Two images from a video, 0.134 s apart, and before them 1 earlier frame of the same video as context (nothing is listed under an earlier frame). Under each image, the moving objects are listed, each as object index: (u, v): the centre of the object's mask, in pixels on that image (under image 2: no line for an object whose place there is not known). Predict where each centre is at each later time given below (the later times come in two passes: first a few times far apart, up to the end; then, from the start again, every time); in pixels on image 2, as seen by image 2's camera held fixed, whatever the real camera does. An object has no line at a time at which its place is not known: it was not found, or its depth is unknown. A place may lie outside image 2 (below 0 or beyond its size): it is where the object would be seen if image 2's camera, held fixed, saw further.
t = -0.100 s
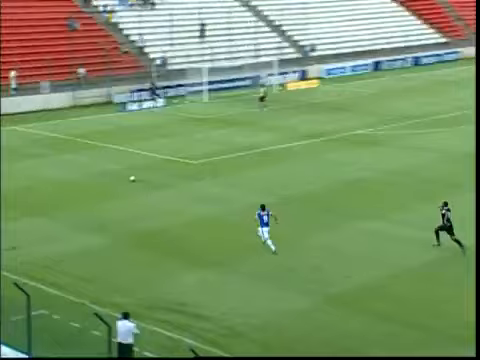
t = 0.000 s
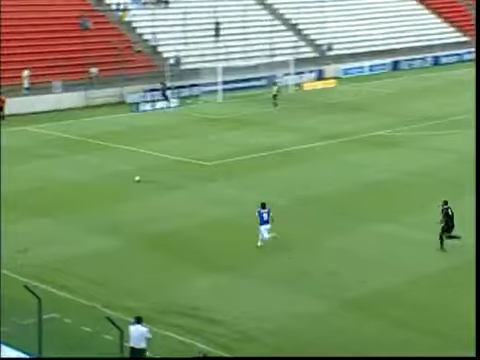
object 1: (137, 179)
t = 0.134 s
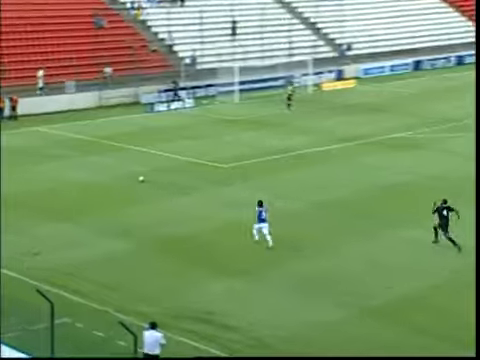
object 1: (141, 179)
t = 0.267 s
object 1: (131, 177)
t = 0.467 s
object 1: (118, 174)
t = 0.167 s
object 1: (138, 178)
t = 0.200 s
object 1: (136, 178)
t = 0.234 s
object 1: (133, 177)
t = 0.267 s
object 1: (131, 177)
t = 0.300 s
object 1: (129, 176)
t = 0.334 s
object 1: (127, 176)
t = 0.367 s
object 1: (125, 176)
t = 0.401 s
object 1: (123, 175)
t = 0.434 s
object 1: (120, 174)
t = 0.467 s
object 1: (118, 174)
